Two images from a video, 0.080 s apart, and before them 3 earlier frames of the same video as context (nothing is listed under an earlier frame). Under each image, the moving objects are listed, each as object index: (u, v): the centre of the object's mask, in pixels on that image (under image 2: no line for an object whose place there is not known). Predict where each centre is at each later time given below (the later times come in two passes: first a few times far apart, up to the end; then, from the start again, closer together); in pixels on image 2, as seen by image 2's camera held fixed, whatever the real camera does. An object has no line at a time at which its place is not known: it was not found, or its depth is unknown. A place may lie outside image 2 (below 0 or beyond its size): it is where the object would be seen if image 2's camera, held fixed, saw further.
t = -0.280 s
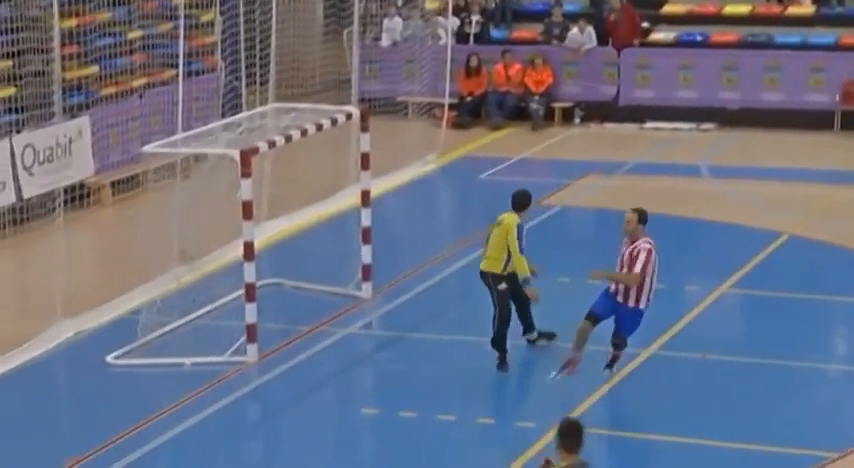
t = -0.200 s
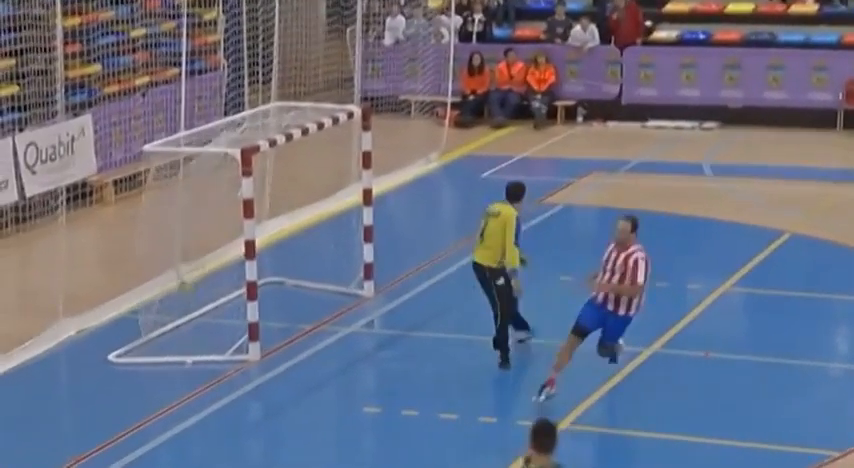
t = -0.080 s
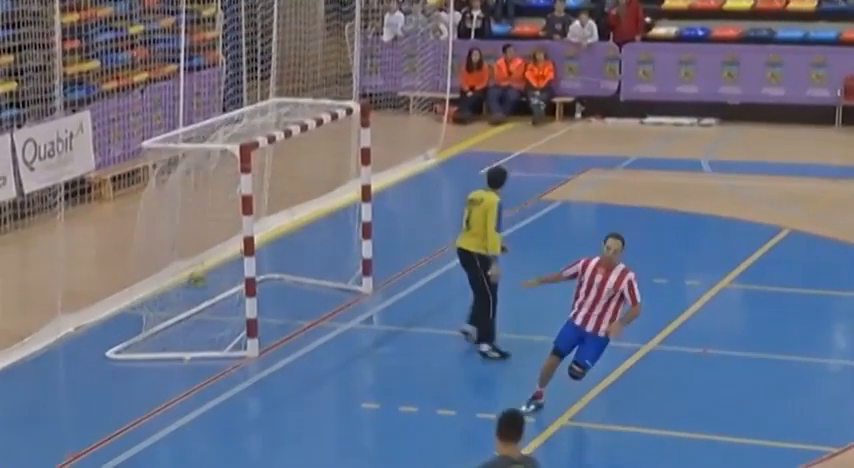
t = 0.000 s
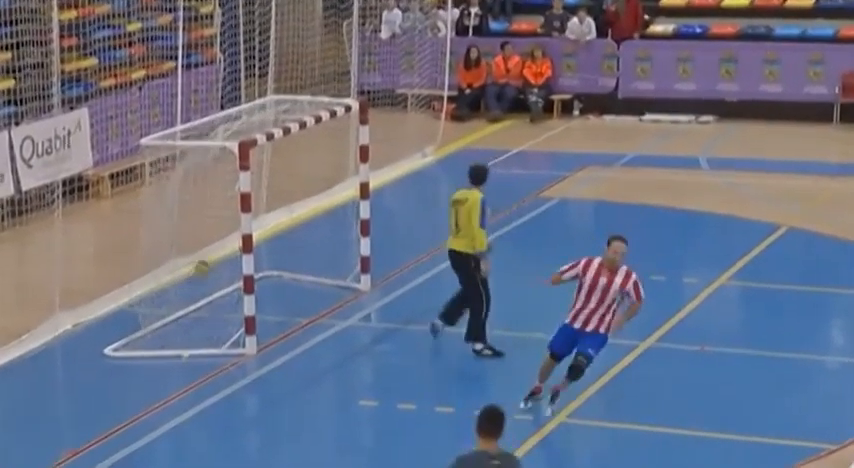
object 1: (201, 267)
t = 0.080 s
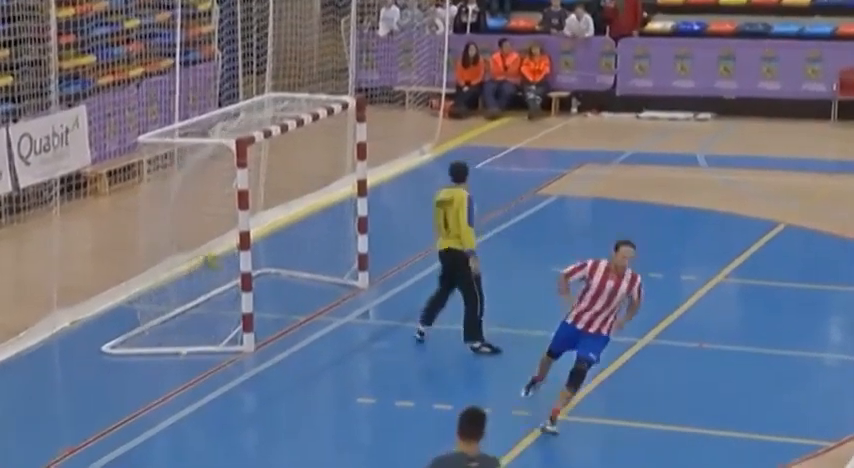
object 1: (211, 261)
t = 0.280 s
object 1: (233, 278)
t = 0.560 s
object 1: (270, 318)
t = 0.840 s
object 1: (300, 331)
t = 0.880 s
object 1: (306, 343)
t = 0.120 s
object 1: (215, 262)
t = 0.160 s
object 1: (218, 264)
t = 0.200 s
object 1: (226, 267)
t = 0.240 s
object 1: (230, 272)
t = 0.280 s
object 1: (233, 278)
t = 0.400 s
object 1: (256, 308)
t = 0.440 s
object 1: (258, 320)
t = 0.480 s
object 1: (262, 326)
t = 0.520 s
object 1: (266, 321)
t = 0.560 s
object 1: (270, 318)
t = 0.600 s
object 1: (274, 316)
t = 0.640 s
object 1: (278, 313)
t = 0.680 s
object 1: (283, 315)
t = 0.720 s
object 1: (288, 316)
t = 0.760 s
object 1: (291, 321)
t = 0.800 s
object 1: (296, 326)
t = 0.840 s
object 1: (300, 331)
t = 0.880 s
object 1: (306, 343)
